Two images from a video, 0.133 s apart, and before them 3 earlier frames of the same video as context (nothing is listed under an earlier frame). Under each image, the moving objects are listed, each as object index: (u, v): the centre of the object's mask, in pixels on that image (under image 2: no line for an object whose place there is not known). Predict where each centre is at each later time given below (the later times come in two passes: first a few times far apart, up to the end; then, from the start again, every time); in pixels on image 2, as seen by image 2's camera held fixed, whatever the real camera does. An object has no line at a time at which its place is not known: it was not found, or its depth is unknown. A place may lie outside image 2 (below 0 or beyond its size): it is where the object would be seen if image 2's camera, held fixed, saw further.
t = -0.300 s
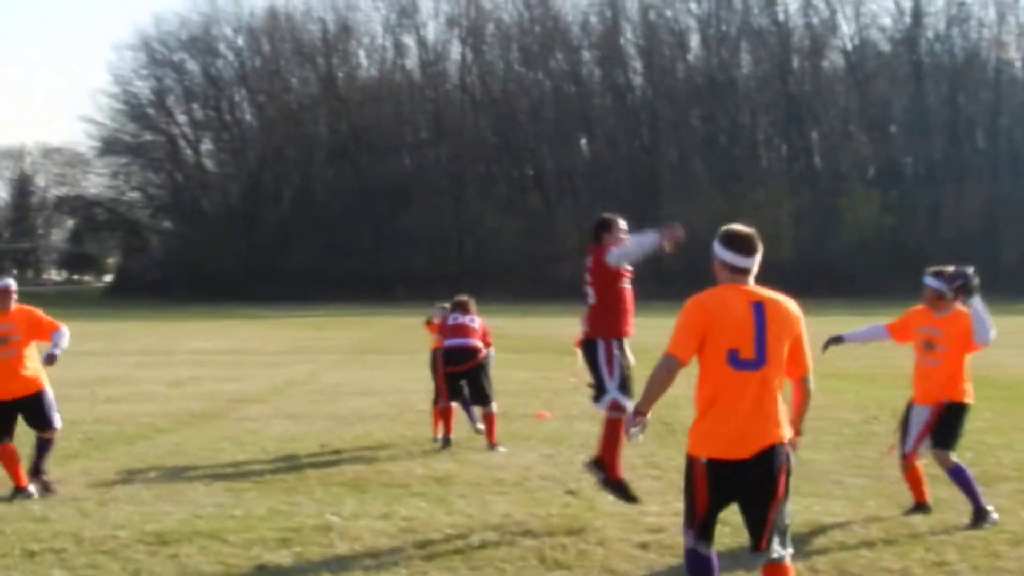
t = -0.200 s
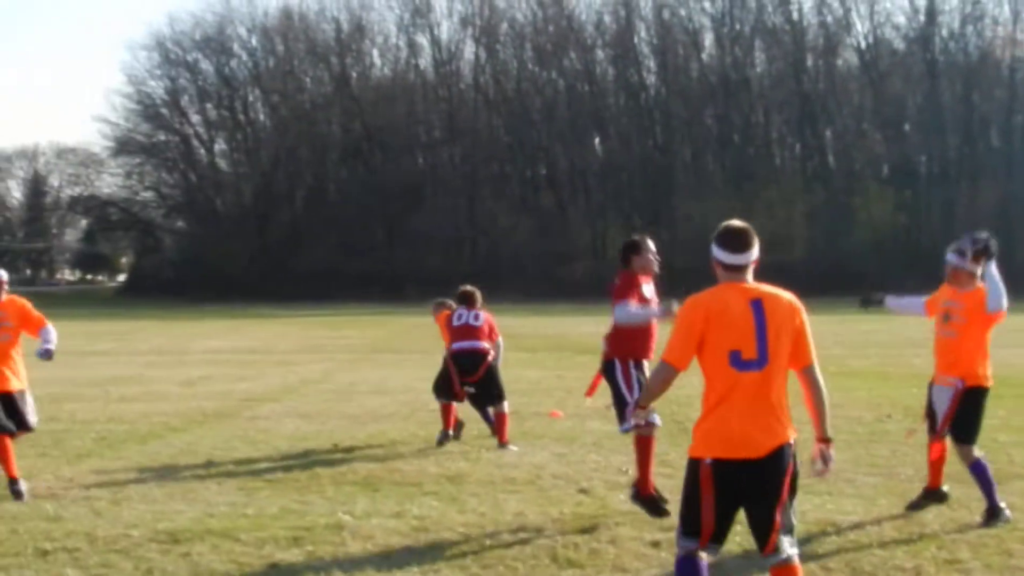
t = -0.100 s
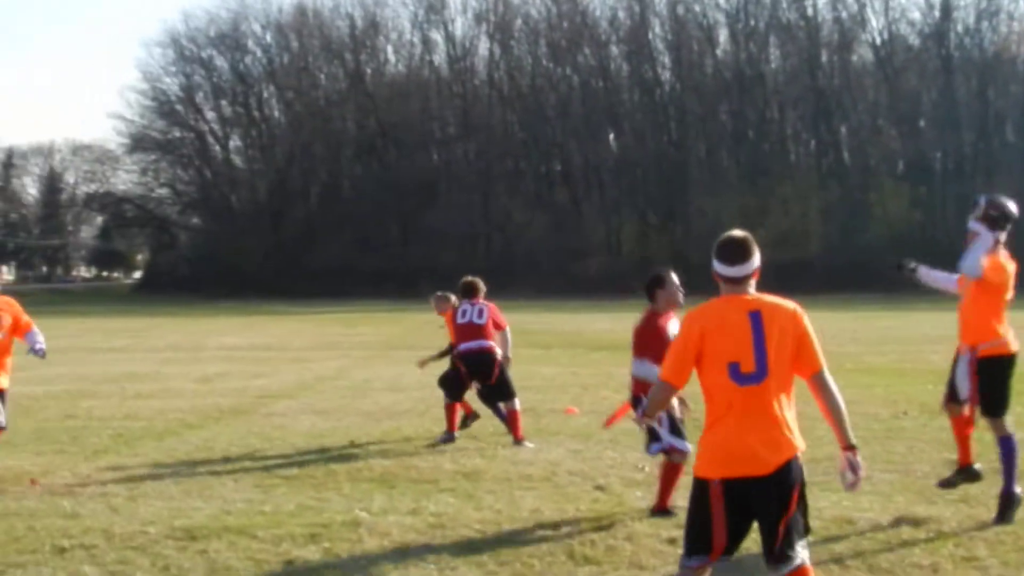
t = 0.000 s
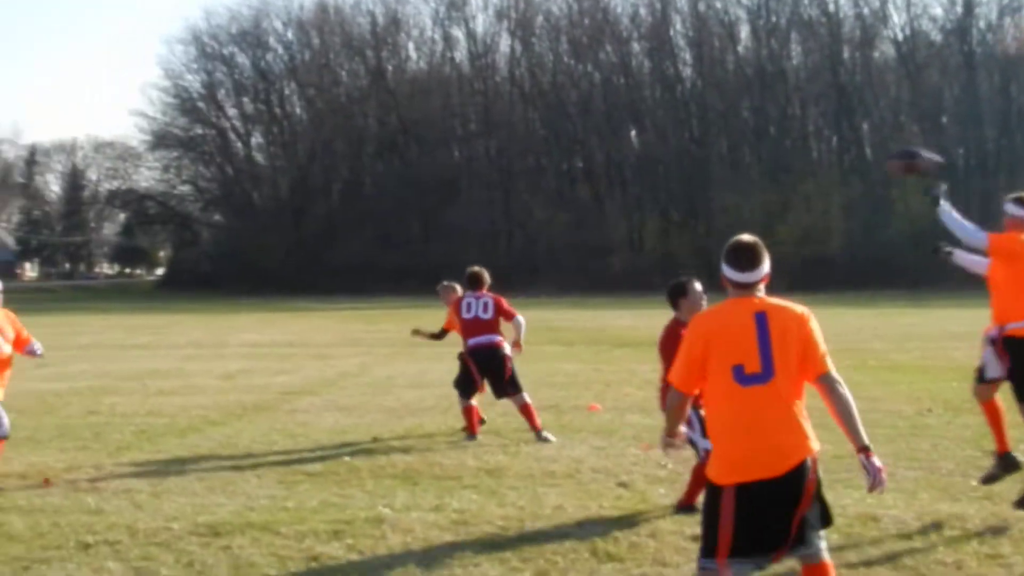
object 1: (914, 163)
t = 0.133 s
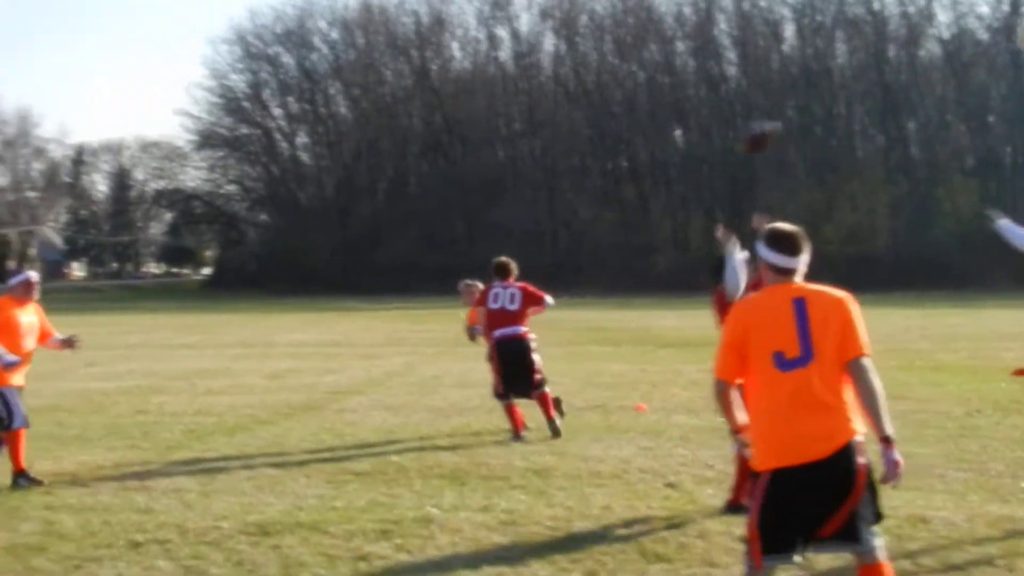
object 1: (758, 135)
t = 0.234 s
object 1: (627, 138)
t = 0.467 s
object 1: (356, 197)
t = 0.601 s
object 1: (219, 258)
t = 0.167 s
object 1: (716, 135)
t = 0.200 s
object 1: (670, 137)
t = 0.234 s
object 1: (627, 138)
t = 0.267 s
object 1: (586, 143)
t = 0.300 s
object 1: (544, 149)
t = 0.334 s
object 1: (503, 155)
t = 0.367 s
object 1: (464, 163)
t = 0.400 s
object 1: (427, 174)
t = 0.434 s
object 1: (390, 186)
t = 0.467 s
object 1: (356, 197)
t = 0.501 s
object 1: (320, 211)
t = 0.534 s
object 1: (287, 226)
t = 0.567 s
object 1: (253, 240)
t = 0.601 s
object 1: (219, 258)
